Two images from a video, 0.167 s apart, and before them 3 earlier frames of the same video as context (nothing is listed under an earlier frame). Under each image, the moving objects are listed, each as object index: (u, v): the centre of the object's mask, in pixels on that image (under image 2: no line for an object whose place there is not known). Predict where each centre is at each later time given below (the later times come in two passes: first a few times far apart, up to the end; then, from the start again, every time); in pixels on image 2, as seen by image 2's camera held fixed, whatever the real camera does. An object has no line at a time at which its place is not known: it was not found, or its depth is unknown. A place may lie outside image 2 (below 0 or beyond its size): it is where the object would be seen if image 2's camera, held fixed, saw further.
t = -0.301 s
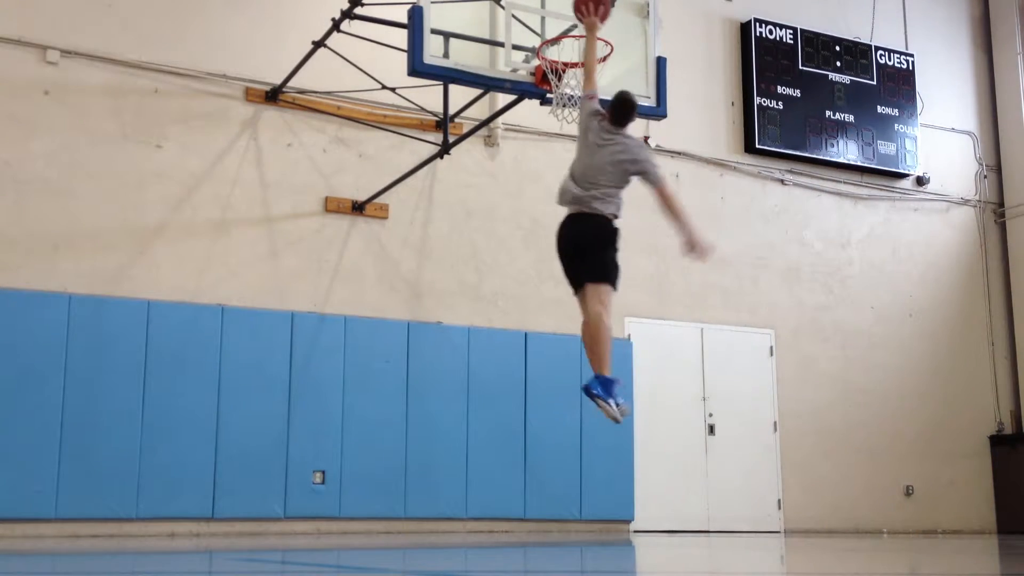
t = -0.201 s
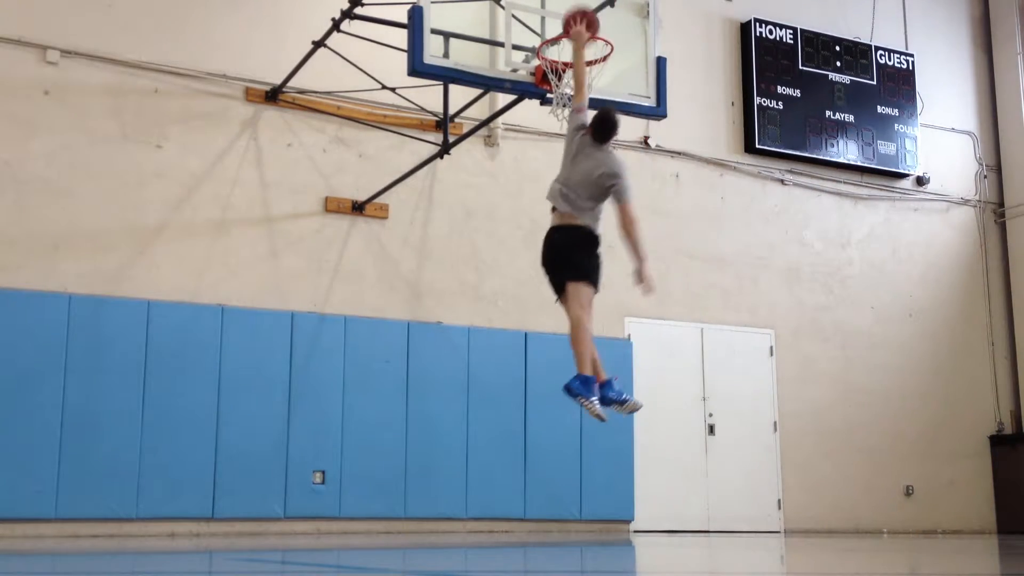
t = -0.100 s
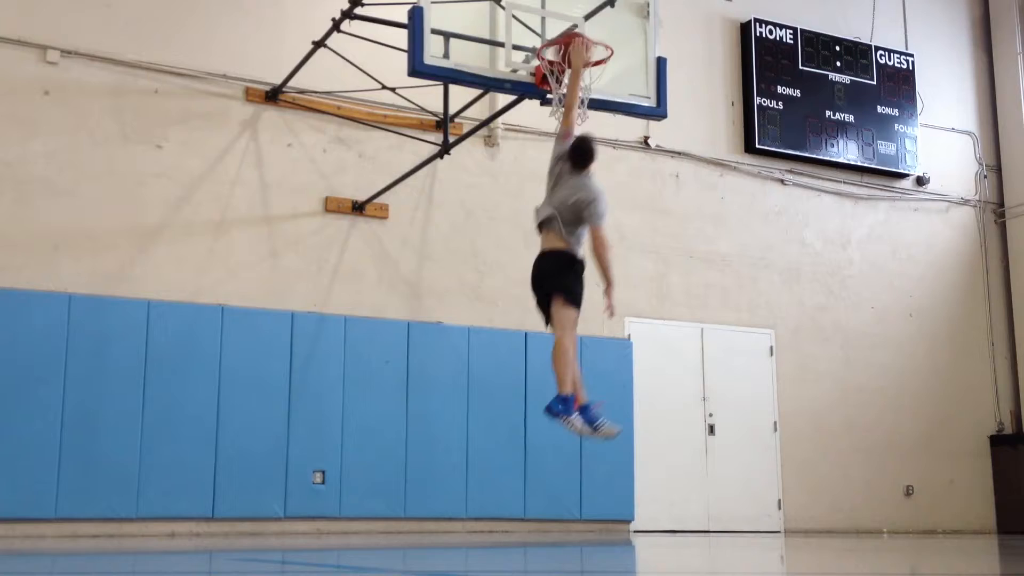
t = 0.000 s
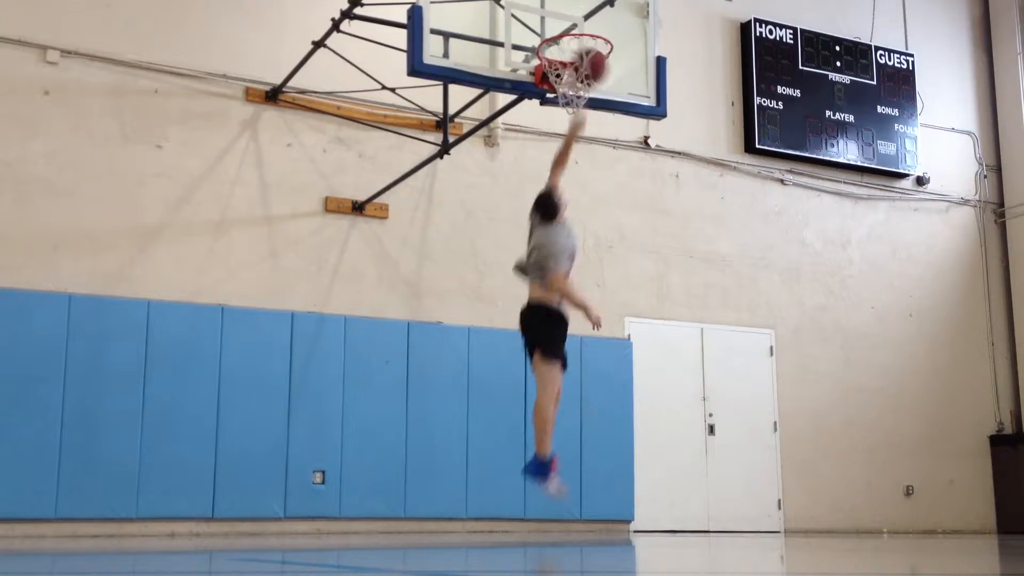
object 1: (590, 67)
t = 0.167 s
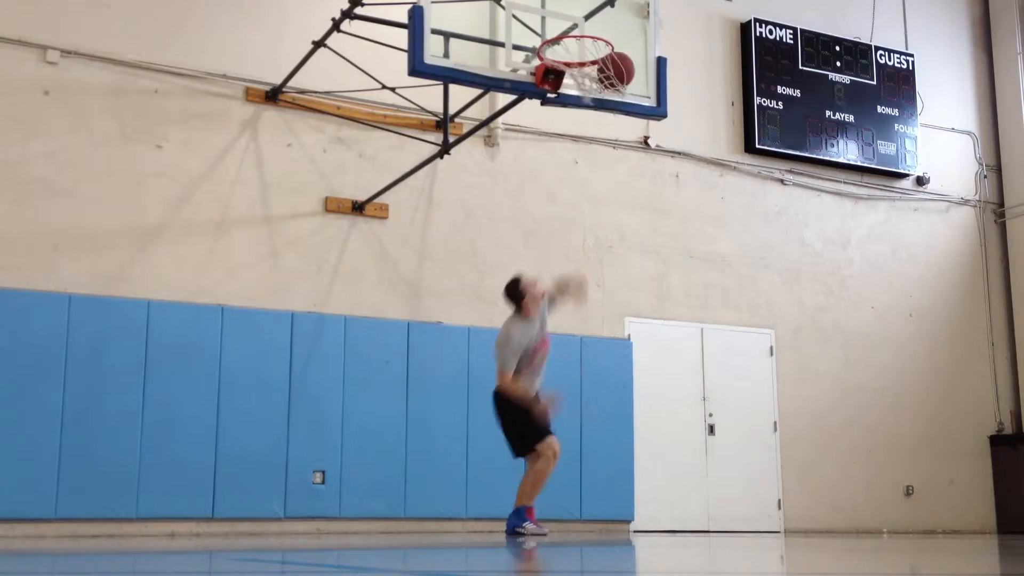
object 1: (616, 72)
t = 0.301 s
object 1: (608, 76)
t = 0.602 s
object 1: (582, 77)
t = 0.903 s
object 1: (569, 124)
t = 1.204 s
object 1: (560, 266)
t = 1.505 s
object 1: (551, 486)
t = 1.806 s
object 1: (548, 323)
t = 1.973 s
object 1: (547, 292)
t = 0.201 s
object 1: (615, 72)
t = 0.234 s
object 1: (613, 73)
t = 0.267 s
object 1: (611, 75)
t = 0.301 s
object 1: (608, 76)
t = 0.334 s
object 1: (604, 78)
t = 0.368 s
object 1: (601, 78)
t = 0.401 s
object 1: (597, 76)
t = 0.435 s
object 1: (594, 76)
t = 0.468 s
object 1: (591, 75)
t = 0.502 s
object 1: (589, 74)
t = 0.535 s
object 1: (587, 74)
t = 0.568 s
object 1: (584, 75)
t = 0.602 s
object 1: (582, 77)
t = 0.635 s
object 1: (579, 79)
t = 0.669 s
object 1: (580, 84)
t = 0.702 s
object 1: (577, 86)
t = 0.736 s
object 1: (576, 91)
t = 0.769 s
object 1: (574, 97)
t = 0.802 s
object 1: (574, 102)
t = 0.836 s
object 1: (571, 114)
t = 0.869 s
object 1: (569, 118)
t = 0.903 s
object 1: (569, 124)
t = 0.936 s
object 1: (568, 131)
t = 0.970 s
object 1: (567, 142)
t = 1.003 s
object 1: (566, 155)
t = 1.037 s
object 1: (565, 169)
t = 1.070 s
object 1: (564, 184)
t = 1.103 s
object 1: (563, 201)
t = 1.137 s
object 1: (562, 222)
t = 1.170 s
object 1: (561, 243)
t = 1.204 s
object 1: (560, 266)
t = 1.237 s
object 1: (559, 292)
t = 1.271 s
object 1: (558, 317)
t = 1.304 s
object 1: (557, 349)
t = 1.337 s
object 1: (556, 381)
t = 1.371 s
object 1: (554, 414)
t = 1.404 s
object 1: (553, 451)
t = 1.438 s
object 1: (552, 488)
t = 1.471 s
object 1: (552, 513)
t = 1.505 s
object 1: (551, 486)
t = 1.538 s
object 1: (551, 461)
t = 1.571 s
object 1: (550, 437)
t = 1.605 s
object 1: (550, 415)
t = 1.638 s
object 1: (549, 395)
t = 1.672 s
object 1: (549, 377)
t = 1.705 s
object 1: (549, 361)
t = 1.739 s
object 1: (549, 347)
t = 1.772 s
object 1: (548, 334)
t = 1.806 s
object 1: (548, 323)
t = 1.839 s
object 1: (548, 313)
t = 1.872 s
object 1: (548, 305)
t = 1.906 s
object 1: (547, 299)
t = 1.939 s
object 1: (547, 295)
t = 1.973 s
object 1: (547, 292)
